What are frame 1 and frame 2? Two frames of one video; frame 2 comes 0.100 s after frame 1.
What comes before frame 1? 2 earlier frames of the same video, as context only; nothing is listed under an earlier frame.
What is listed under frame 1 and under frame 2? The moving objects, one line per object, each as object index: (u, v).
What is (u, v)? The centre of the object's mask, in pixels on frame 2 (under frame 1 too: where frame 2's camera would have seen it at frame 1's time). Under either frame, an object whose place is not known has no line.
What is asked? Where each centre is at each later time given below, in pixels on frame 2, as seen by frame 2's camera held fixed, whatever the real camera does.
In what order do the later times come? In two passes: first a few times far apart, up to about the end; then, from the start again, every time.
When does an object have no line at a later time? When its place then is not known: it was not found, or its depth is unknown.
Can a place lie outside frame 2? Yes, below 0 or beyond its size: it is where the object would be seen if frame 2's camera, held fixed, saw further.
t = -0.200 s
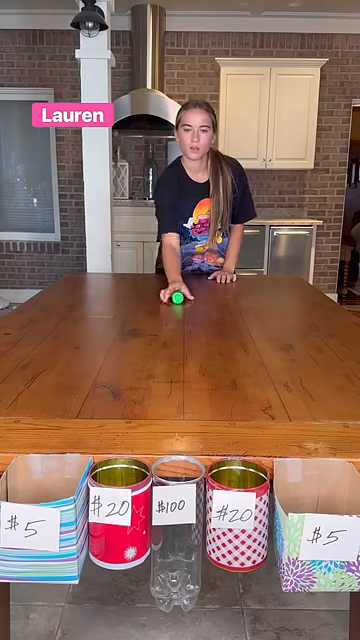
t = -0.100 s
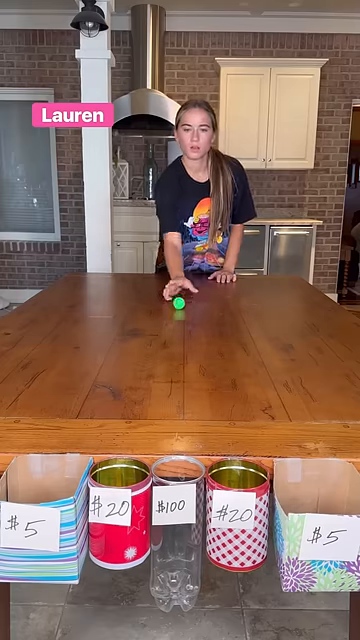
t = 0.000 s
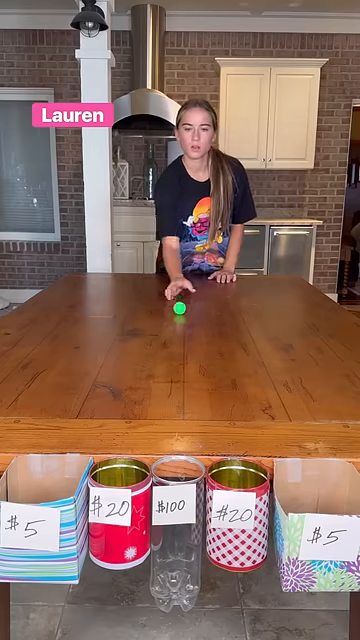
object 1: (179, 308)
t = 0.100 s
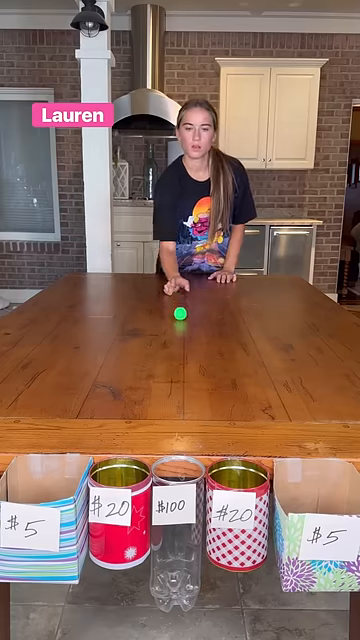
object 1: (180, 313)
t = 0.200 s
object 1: (180, 319)
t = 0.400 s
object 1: (180, 332)
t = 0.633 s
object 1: (176, 350)
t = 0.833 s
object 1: (170, 369)
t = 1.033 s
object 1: (159, 392)
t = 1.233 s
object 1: (141, 421)
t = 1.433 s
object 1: (115, 477)
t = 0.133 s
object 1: (180, 315)
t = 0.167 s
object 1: (180, 317)
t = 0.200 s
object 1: (180, 319)
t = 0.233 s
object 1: (180, 321)
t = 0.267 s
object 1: (180, 323)
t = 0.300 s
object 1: (180, 325)
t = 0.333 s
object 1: (180, 327)
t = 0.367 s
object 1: (180, 330)
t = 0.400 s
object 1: (180, 332)
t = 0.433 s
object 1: (180, 334)
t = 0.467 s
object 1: (179, 337)
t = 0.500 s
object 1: (179, 339)
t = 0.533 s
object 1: (179, 342)
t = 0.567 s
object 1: (178, 344)
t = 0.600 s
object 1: (177, 347)
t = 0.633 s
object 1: (176, 350)
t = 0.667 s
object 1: (175, 353)
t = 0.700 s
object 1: (175, 356)
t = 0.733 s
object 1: (174, 359)
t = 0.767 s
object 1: (172, 362)
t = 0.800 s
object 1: (171, 366)
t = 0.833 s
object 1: (170, 369)
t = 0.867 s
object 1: (168, 373)
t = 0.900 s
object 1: (167, 376)
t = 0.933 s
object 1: (165, 380)
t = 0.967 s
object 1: (163, 384)
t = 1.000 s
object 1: (161, 388)
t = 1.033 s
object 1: (159, 392)
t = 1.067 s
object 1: (157, 397)
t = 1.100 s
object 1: (154, 401)
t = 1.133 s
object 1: (151, 406)
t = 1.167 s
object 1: (148, 411)
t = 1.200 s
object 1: (145, 416)
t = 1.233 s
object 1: (141, 421)
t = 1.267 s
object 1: (138, 426)
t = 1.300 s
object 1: (134, 432)
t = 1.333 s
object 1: (129, 438)
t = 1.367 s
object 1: (125, 447)
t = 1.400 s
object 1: (119, 462)
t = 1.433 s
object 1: (115, 477)
